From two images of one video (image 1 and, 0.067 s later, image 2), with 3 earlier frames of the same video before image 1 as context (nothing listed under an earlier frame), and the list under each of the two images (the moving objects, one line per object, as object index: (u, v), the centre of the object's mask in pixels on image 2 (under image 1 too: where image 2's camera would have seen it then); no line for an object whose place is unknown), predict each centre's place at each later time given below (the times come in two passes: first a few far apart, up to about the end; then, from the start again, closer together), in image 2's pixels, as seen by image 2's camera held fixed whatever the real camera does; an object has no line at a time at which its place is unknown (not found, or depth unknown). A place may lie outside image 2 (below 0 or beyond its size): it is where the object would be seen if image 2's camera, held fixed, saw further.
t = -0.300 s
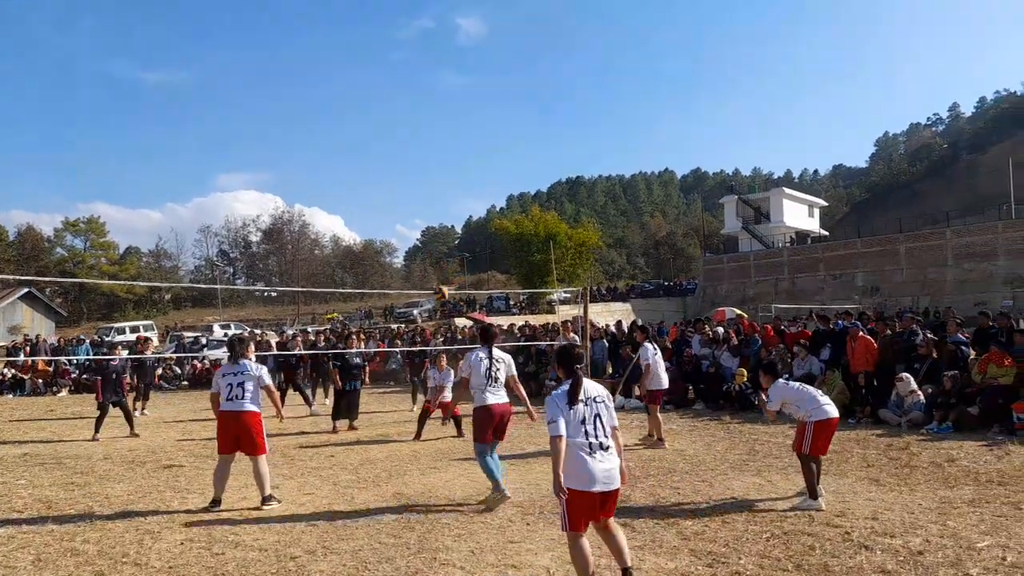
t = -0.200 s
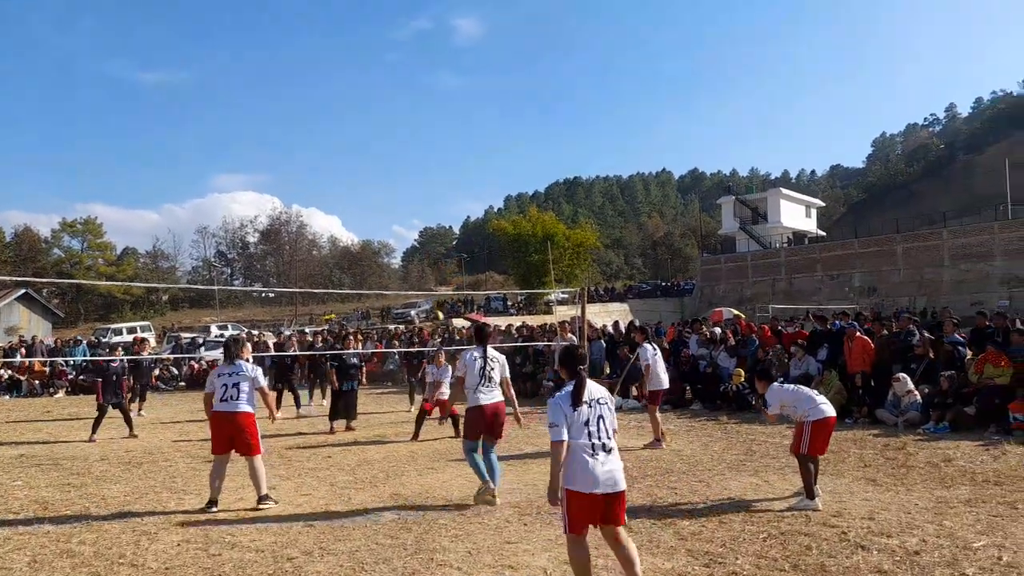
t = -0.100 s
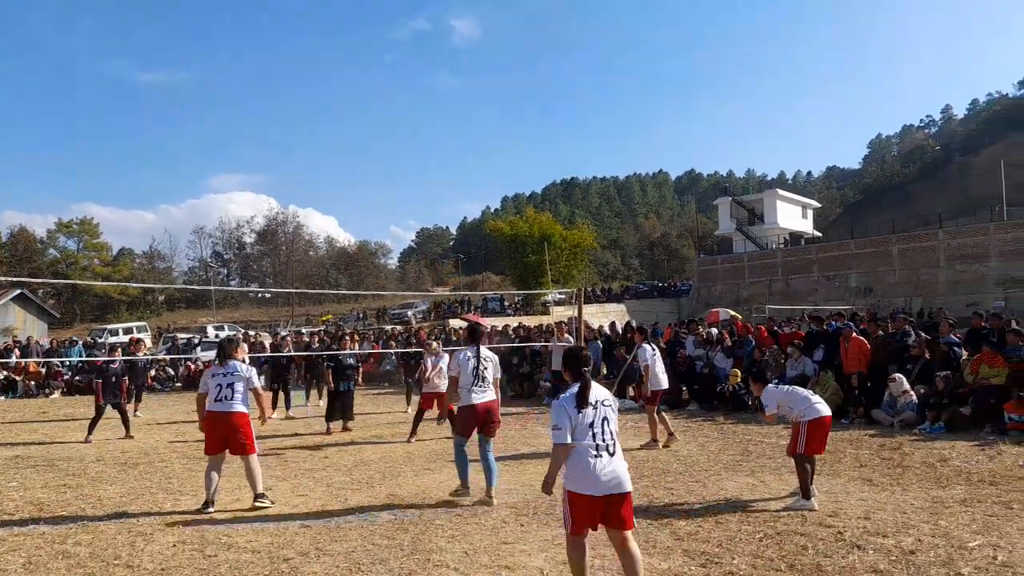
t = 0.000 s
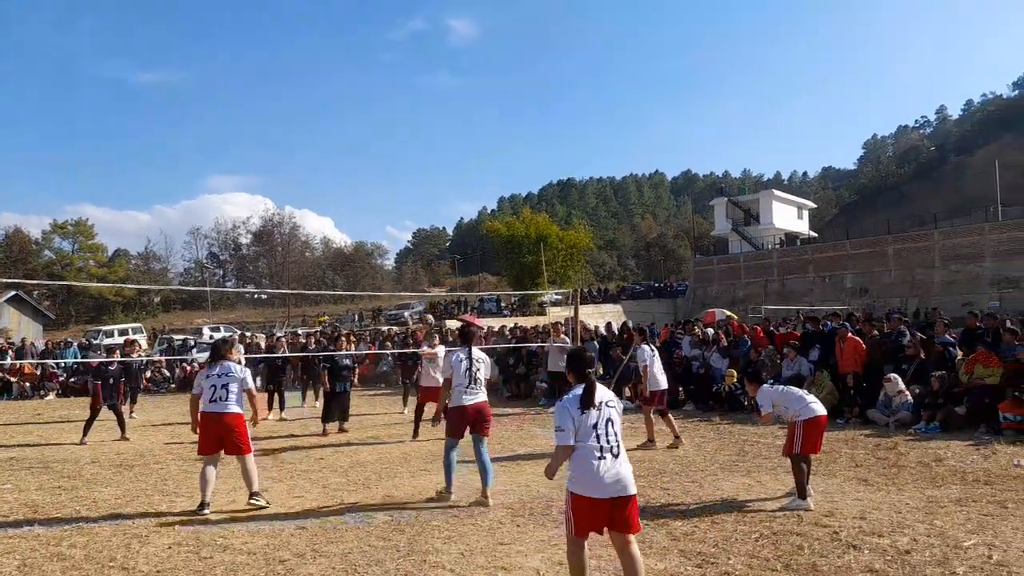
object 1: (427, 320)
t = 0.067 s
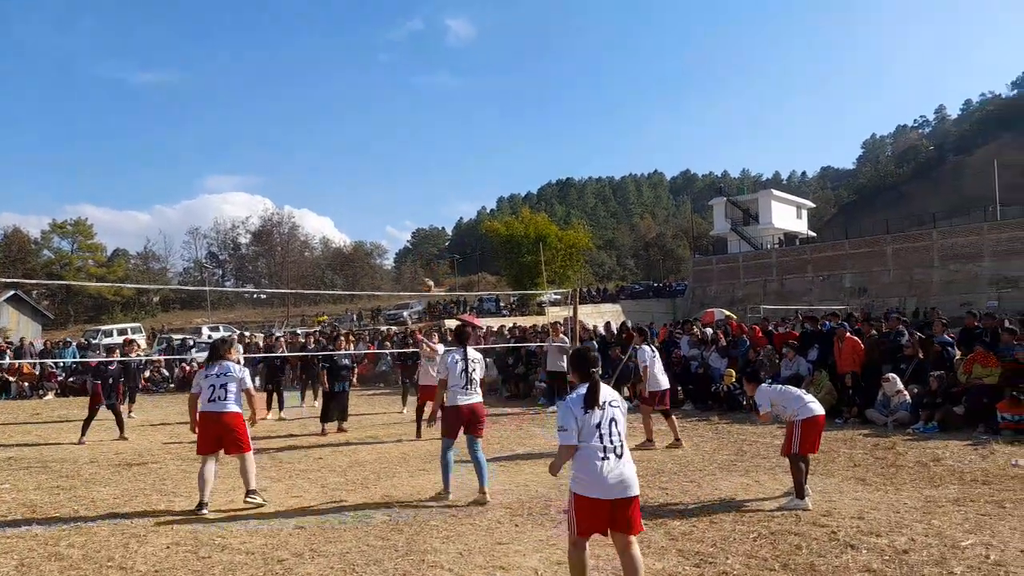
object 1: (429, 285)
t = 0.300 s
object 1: (426, 184)
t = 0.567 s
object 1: (426, 111)
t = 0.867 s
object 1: (426, 85)
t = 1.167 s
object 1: (426, 122)
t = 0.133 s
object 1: (430, 252)
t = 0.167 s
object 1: (429, 237)
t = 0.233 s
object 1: (426, 210)
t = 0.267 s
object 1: (426, 197)
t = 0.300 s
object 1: (426, 184)
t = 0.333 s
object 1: (426, 173)
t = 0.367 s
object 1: (426, 162)
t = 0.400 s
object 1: (426, 152)
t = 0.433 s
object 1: (426, 142)
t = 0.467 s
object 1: (426, 133)
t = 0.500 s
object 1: (426, 125)
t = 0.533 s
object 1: (426, 118)
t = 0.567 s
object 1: (426, 111)
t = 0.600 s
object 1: (426, 106)
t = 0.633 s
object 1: (426, 100)
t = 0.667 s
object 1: (426, 96)
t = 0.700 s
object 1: (426, 92)
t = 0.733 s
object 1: (426, 89)
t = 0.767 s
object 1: (427, 87)
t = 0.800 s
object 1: (426, 85)
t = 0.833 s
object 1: (426, 85)
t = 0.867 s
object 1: (426, 85)
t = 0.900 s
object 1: (427, 85)
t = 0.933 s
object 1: (426, 87)
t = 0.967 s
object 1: (426, 90)
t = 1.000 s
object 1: (426, 92)
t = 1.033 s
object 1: (426, 97)
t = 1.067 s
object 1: (426, 102)
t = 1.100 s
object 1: (426, 107)
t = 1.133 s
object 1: (426, 114)
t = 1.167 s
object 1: (426, 122)
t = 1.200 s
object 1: (426, 130)
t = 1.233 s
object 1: (426, 139)
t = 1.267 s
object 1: (426, 150)
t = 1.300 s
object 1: (426, 161)
